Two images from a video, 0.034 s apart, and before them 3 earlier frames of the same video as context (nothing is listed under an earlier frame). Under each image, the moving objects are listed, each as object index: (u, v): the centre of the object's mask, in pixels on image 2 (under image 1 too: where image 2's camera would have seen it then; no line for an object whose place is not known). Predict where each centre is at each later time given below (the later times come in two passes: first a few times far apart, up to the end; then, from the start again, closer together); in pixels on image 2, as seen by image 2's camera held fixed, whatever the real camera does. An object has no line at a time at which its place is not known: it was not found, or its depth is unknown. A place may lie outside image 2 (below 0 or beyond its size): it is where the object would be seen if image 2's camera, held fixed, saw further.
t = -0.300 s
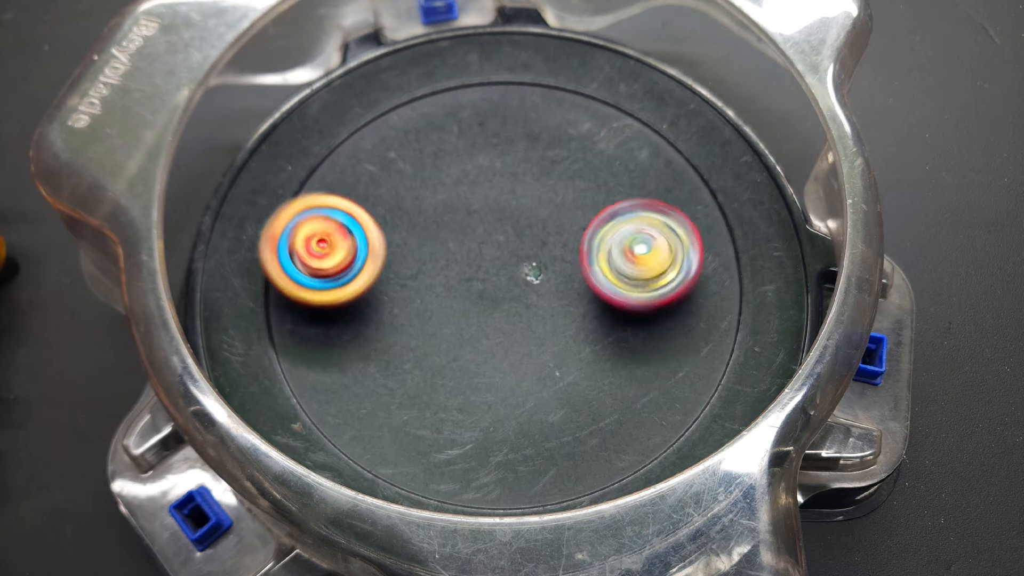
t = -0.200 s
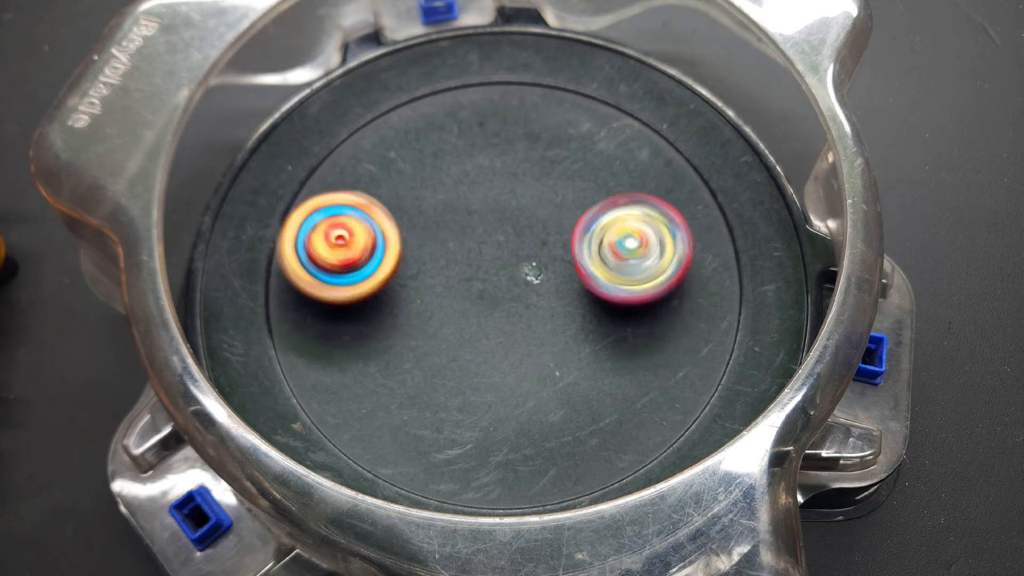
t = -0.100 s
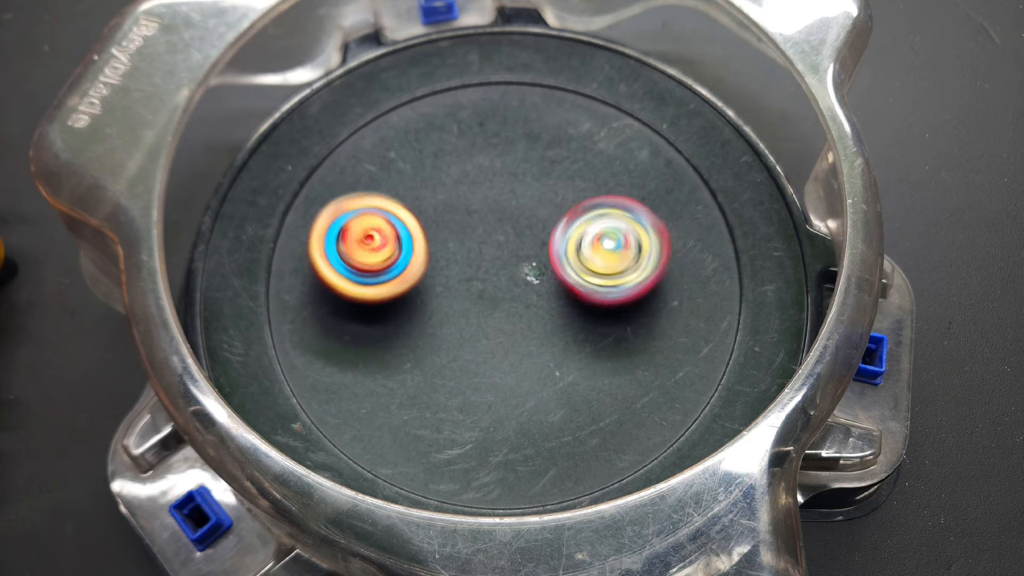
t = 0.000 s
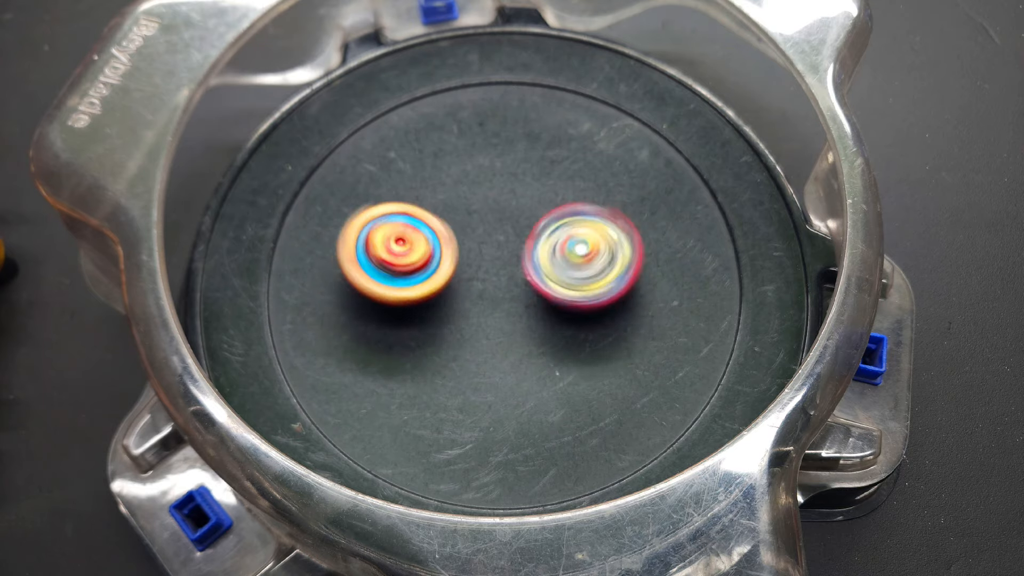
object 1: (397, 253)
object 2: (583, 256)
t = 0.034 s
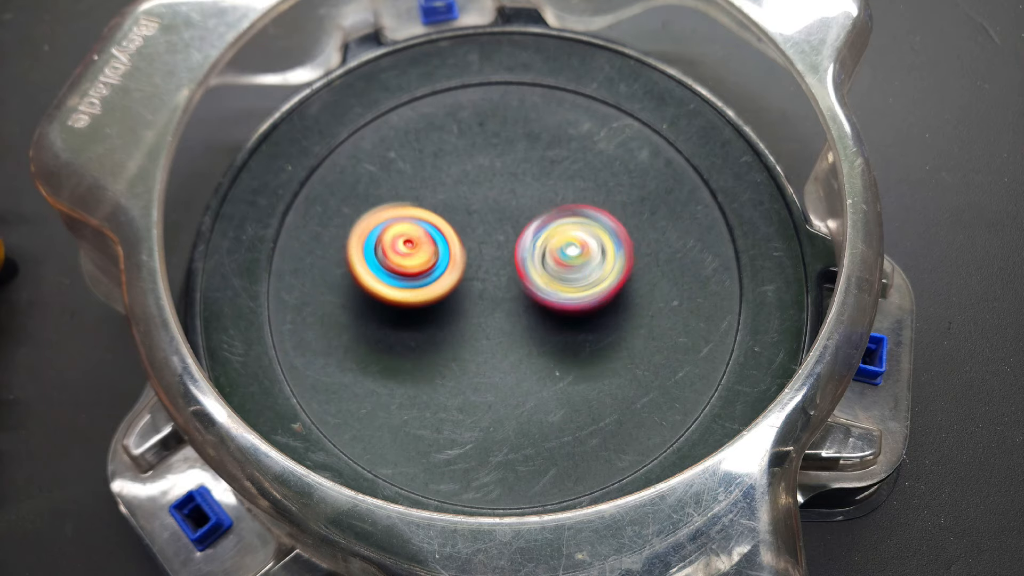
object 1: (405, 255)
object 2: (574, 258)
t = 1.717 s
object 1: (403, 194)
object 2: (547, 278)
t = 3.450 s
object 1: (451, 186)
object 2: (536, 322)
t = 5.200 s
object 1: (484, 184)
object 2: (511, 335)
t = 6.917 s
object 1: (531, 206)
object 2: (502, 314)
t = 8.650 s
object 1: (547, 216)
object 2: (470, 329)
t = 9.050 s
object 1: (537, 218)
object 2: (455, 327)
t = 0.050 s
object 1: (409, 256)
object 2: (569, 258)
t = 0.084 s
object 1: (416, 259)
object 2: (560, 261)
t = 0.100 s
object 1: (420, 260)
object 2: (556, 262)
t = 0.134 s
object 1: (426, 262)
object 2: (547, 264)
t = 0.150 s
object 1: (420, 264)
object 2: (551, 265)
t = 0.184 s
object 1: (384, 262)
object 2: (585, 265)
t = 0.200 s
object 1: (370, 262)
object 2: (601, 264)
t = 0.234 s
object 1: (345, 264)
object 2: (627, 263)
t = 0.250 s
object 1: (336, 263)
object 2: (637, 262)
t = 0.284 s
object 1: (326, 263)
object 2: (652, 261)
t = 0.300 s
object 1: (324, 263)
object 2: (657, 258)
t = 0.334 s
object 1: (325, 261)
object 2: (661, 255)
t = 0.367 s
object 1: (329, 259)
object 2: (660, 251)
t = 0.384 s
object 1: (330, 259)
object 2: (659, 249)
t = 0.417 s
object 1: (336, 257)
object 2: (655, 247)
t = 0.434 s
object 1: (340, 257)
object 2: (653, 246)
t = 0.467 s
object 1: (345, 256)
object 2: (647, 245)
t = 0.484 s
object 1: (350, 254)
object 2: (643, 246)
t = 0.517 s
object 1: (358, 254)
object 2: (636, 246)
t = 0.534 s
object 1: (361, 253)
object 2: (632, 246)
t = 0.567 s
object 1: (369, 253)
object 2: (623, 246)
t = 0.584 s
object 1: (373, 253)
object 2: (619, 247)
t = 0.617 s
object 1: (381, 253)
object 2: (609, 248)
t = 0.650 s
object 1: (389, 252)
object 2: (600, 249)
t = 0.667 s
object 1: (393, 253)
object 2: (595, 249)
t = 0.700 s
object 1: (400, 252)
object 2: (584, 250)
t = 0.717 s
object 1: (405, 251)
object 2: (580, 250)
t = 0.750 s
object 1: (412, 251)
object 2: (570, 252)
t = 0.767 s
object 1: (416, 250)
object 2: (565, 253)
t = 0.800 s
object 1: (423, 248)
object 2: (556, 253)
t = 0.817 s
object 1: (426, 248)
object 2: (551, 254)
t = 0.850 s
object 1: (417, 245)
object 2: (558, 255)
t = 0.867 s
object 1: (405, 243)
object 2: (571, 256)
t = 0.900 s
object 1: (384, 241)
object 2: (590, 259)
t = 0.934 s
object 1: (374, 238)
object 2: (603, 261)
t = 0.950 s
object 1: (371, 238)
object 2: (607, 260)
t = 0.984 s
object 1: (371, 234)
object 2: (611, 260)
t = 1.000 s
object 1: (373, 232)
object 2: (611, 258)
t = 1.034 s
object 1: (375, 229)
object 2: (610, 256)
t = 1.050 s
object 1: (377, 227)
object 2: (610, 255)
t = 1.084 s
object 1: (379, 224)
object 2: (605, 254)
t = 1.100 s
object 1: (381, 223)
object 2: (603, 253)
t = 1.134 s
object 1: (384, 221)
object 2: (597, 252)
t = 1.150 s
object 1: (385, 219)
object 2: (596, 253)
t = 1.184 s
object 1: (389, 218)
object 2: (590, 252)
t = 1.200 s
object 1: (391, 217)
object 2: (587, 253)
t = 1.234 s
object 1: (394, 215)
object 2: (581, 253)
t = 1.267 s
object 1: (399, 214)
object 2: (574, 252)
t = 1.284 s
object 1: (400, 214)
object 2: (571, 253)
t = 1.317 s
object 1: (404, 212)
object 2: (563, 252)
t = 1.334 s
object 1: (406, 212)
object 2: (559, 253)
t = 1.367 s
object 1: (410, 211)
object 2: (552, 252)
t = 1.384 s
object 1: (413, 210)
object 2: (547, 253)
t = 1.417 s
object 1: (417, 210)
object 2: (540, 254)
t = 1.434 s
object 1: (419, 209)
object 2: (535, 255)
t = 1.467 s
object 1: (422, 209)
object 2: (526, 259)
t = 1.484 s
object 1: (414, 205)
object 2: (532, 262)
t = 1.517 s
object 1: (402, 201)
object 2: (543, 270)
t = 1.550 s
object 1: (395, 198)
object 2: (550, 275)
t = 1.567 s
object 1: (395, 197)
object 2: (552, 277)
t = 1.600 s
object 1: (396, 196)
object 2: (554, 277)
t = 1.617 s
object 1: (397, 195)
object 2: (554, 278)
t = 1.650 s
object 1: (399, 194)
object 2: (553, 278)
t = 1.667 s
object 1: (400, 194)
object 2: (552, 278)
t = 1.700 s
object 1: (403, 194)
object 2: (549, 278)
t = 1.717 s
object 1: (403, 194)
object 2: (547, 278)
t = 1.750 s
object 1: (407, 195)
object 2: (544, 279)
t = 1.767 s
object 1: (408, 196)
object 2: (542, 279)
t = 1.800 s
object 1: (411, 197)
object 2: (539, 280)
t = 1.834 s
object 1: (415, 200)
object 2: (536, 281)
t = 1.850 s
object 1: (416, 200)
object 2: (534, 281)
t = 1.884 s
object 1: (421, 203)
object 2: (531, 281)
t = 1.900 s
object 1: (422, 204)
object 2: (529, 280)
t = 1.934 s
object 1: (427, 205)
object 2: (524, 280)
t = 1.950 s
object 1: (429, 207)
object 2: (522, 280)
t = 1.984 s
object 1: (432, 208)
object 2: (518, 280)
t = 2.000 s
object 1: (429, 205)
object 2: (521, 284)
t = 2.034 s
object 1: (426, 201)
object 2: (525, 293)
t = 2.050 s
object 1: (427, 200)
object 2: (525, 296)
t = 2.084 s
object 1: (429, 199)
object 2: (527, 299)
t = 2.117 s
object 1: (433, 198)
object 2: (528, 299)
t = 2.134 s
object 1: (434, 199)
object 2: (527, 299)
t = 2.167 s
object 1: (437, 199)
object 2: (526, 299)
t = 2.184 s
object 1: (439, 199)
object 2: (524, 298)
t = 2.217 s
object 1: (442, 200)
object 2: (523, 297)
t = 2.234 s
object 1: (445, 200)
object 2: (520, 296)
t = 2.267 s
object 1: (448, 201)
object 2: (519, 296)
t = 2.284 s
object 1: (451, 201)
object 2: (517, 295)
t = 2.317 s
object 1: (455, 202)
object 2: (515, 294)
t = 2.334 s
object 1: (455, 200)
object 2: (514, 294)
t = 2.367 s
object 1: (457, 197)
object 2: (514, 298)
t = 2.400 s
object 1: (458, 196)
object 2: (514, 299)
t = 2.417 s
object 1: (460, 195)
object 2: (513, 299)
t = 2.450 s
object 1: (463, 196)
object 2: (513, 297)
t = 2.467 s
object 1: (464, 195)
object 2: (511, 296)
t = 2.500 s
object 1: (466, 194)
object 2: (511, 295)
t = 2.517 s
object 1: (463, 188)
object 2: (511, 300)
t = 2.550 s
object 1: (461, 179)
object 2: (513, 308)
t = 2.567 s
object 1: (461, 177)
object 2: (513, 310)
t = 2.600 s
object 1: (462, 174)
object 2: (514, 312)
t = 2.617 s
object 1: (463, 173)
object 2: (513, 311)
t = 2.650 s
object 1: (464, 172)
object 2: (514, 310)
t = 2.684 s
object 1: (465, 172)
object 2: (514, 308)
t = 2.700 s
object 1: (465, 173)
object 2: (513, 307)
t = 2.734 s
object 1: (465, 174)
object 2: (512, 304)
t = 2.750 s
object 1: (465, 175)
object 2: (511, 303)
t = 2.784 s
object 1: (466, 177)
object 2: (509, 299)
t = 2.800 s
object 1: (466, 178)
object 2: (507, 298)
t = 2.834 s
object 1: (466, 182)
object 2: (505, 294)
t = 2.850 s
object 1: (466, 183)
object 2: (504, 294)
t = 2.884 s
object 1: (466, 187)
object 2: (502, 290)
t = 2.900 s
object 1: (463, 183)
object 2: (503, 295)
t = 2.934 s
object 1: (458, 176)
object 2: (506, 305)
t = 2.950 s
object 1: (456, 173)
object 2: (506, 308)
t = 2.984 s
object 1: (455, 174)
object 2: (509, 311)
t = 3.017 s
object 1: (455, 175)
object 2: (512, 311)
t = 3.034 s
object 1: (456, 176)
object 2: (513, 310)
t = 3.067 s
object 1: (455, 178)
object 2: (514, 309)
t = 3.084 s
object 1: (455, 179)
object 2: (514, 308)
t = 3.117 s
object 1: (456, 182)
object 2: (514, 306)
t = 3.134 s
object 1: (456, 183)
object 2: (514, 305)
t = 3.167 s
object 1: (456, 186)
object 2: (512, 303)
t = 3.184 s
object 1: (457, 188)
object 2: (512, 301)
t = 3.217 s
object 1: (457, 191)
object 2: (511, 299)
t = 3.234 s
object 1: (458, 193)
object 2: (511, 298)
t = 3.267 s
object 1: (459, 197)
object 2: (510, 296)
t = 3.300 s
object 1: (458, 197)
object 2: (511, 298)
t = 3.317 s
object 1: (458, 197)
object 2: (512, 299)
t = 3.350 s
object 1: (460, 200)
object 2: (513, 299)
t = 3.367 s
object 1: (461, 201)
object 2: (515, 299)
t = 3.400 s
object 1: (456, 193)
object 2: (525, 310)
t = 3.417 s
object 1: (453, 189)
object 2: (529, 316)
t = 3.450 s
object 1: (451, 186)
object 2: (536, 322)
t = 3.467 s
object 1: (451, 186)
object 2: (539, 324)
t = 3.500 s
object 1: (452, 188)
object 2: (542, 325)
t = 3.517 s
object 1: (454, 188)
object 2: (544, 325)
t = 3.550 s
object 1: (456, 190)
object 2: (545, 325)
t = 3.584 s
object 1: (458, 190)
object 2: (546, 324)
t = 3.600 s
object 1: (460, 192)
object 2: (546, 324)
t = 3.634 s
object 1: (462, 192)
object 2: (547, 323)
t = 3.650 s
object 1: (463, 194)
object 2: (546, 322)
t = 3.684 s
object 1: (466, 196)
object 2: (545, 320)
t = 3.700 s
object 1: (468, 197)
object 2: (544, 318)
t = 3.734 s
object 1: (470, 199)
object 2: (543, 316)
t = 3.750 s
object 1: (473, 201)
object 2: (541, 315)
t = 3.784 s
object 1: (475, 202)
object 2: (539, 313)
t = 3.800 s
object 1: (478, 204)
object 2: (537, 311)
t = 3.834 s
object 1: (481, 206)
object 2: (535, 307)
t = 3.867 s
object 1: (482, 205)
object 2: (534, 308)
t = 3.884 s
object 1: (481, 203)
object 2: (535, 310)
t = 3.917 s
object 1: (481, 202)
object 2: (535, 310)
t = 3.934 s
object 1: (482, 202)
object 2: (536, 308)
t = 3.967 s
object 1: (486, 204)
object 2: (535, 306)
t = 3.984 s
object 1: (487, 203)
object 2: (535, 304)
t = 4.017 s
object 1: (488, 201)
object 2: (535, 305)
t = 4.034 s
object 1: (488, 197)
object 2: (535, 308)
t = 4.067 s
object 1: (485, 193)
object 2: (537, 311)
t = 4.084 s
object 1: (486, 192)
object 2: (536, 311)
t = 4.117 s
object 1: (486, 191)
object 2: (538, 309)
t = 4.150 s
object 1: (487, 190)
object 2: (537, 307)
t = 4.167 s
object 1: (488, 190)
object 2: (537, 304)
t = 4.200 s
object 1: (488, 190)
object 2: (535, 300)
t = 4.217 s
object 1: (489, 189)
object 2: (533, 297)
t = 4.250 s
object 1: (490, 190)
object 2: (530, 293)
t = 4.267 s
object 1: (489, 189)
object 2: (529, 293)
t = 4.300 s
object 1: (488, 186)
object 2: (528, 295)
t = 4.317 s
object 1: (487, 186)
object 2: (527, 295)
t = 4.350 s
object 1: (487, 187)
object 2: (526, 296)
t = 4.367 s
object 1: (488, 188)
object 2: (526, 295)
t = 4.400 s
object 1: (488, 189)
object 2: (523, 294)
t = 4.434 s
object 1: (486, 191)
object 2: (522, 294)
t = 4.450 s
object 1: (483, 185)
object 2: (523, 301)
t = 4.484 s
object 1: (478, 175)
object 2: (527, 315)
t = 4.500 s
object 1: (474, 171)
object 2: (527, 321)
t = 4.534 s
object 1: (471, 171)
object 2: (529, 327)
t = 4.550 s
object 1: (470, 171)
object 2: (530, 329)
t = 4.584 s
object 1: (471, 174)
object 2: (530, 330)
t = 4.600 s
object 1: (471, 174)
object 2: (531, 329)
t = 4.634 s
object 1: (470, 177)
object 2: (530, 331)
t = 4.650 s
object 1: (471, 177)
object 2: (529, 330)
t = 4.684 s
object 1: (470, 180)
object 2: (527, 329)
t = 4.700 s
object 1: (471, 181)
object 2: (526, 329)
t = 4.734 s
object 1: (470, 184)
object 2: (522, 327)
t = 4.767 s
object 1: (471, 188)
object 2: (520, 324)
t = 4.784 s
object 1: (472, 189)
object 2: (517, 323)
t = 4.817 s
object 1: (474, 193)
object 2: (514, 320)
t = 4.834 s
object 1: (474, 195)
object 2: (512, 319)
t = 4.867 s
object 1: (477, 200)
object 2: (508, 316)
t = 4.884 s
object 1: (477, 203)
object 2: (507, 314)
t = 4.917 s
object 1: (478, 206)
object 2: (505, 314)
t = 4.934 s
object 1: (478, 206)
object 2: (505, 315)
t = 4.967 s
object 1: (479, 209)
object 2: (505, 315)
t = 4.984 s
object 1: (480, 208)
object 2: (506, 317)
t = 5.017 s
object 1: (481, 204)
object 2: (507, 321)
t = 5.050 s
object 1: (481, 204)
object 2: (509, 322)
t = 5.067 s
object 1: (483, 205)
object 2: (509, 321)
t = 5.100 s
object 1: (485, 207)
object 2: (510, 318)
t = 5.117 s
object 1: (487, 207)
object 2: (509, 316)
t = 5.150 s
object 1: (489, 206)
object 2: (508, 315)
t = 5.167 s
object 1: (487, 197)
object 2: (508, 322)
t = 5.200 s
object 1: (484, 184)
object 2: (511, 335)
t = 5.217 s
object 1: (483, 179)
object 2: (511, 339)
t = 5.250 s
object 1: (483, 174)
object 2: (512, 343)
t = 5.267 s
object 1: (483, 173)
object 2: (514, 343)
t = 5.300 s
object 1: (484, 174)
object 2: (514, 345)
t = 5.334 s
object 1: (486, 174)
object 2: (513, 345)
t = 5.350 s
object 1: (487, 175)
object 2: (511, 344)
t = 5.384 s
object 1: (488, 176)
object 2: (511, 343)
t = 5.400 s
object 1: (488, 176)
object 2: (510, 343)
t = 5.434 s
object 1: (489, 177)
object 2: (509, 341)
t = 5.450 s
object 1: (489, 177)
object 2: (508, 339)
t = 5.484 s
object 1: (490, 178)
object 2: (506, 335)
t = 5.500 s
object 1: (489, 179)
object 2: (505, 335)
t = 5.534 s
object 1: (490, 181)
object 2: (503, 330)
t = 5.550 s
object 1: (490, 182)
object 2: (503, 327)
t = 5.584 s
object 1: (491, 185)
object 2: (502, 324)
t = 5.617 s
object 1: (491, 188)
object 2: (501, 320)
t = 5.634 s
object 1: (492, 189)
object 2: (501, 317)
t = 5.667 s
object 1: (493, 192)
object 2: (500, 311)
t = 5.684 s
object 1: (493, 194)
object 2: (500, 308)
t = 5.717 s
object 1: (495, 195)
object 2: (499, 305)
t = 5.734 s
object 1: (494, 189)
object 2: (498, 312)
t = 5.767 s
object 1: (494, 178)
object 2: (498, 320)
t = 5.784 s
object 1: (493, 175)
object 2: (498, 323)
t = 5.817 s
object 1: (493, 173)
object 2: (500, 324)
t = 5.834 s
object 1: (493, 174)
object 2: (500, 324)
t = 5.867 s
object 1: (495, 178)
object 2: (502, 322)
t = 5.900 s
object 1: (499, 179)
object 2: (503, 320)
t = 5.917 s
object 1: (500, 180)
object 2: (504, 320)
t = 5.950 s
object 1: (503, 181)
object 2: (504, 317)
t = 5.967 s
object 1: (504, 182)
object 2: (504, 315)
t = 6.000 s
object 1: (506, 184)
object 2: (505, 312)
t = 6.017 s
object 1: (507, 184)
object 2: (505, 310)
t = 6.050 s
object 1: (508, 186)
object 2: (506, 307)
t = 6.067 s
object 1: (511, 187)
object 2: (506, 306)
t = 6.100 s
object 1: (512, 189)
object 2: (506, 301)
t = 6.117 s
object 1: (513, 190)
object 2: (507, 300)
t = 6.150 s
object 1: (515, 190)
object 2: (508, 299)
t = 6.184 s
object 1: (515, 176)
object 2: (508, 313)
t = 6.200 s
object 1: (516, 169)
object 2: (508, 320)
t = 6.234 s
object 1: (516, 163)
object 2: (509, 327)
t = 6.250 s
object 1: (517, 161)
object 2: (510, 329)
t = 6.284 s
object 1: (516, 162)
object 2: (511, 331)
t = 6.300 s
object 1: (516, 163)
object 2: (513, 331)
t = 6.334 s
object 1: (518, 165)
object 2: (514, 331)
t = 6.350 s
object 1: (519, 166)
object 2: (514, 332)
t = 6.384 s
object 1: (520, 169)
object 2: (515, 331)
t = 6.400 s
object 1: (520, 170)
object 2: (515, 329)
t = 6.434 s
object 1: (520, 173)
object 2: (514, 329)
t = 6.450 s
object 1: (521, 174)
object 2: (514, 328)
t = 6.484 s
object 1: (521, 176)
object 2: (514, 326)
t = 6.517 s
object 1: (522, 180)
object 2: (513, 324)
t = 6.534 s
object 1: (522, 181)
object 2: (512, 322)
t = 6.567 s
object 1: (522, 184)
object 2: (511, 320)
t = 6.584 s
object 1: (523, 186)
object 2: (511, 318)
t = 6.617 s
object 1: (523, 189)
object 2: (511, 316)
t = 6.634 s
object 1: (523, 191)
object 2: (511, 313)
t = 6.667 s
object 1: (524, 197)
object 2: (509, 309)
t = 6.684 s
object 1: (524, 200)
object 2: (509, 309)
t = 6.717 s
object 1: (525, 199)
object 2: (507, 313)
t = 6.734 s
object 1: (525, 200)
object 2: (505, 315)
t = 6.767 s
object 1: (525, 203)
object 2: (504, 315)
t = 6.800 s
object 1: (529, 207)
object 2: (505, 313)
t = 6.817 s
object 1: (529, 207)
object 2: (505, 313)
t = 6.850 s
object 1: (531, 206)
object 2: (504, 313)
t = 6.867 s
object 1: (530, 206)
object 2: (504, 314)
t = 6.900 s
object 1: (529, 209)
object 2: (504, 313)
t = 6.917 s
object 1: (531, 206)
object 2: (502, 314)
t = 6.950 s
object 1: (536, 202)
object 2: (499, 320)
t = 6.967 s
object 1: (537, 200)
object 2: (498, 319)
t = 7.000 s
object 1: (539, 199)
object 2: (497, 319)
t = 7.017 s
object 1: (540, 199)
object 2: (498, 318)
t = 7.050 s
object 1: (542, 200)
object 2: (500, 316)
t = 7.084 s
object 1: (543, 200)
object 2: (499, 311)
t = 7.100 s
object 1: (543, 201)
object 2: (500, 310)
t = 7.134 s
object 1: (544, 202)
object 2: (501, 306)
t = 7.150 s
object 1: (544, 201)
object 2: (500, 307)
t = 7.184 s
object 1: (547, 192)
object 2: (494, 315)
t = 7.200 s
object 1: (547, 189)
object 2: (492, 318)
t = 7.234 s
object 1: (544, 189)
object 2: (490, 318)
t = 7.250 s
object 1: (544, 192)
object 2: (489, 318)
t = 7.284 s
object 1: (544, 194)
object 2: (490, 316)
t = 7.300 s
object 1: (543, 195)
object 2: (490, 315)
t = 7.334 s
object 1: (544, 199)
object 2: (490, 315)
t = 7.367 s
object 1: (543, 201)
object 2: (489, 312)
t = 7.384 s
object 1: (543, 203)
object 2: (489, 310)
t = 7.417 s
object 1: (542, 205)
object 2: (491, 309)
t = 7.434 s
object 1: (540, 207)
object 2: (491, 308)
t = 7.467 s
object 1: (539, 201)
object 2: (486, 317)
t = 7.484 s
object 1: (538, 196)
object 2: (482, 322)
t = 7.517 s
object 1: (537, 190)
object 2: (479, 330)
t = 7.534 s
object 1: (536, 190)
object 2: (477, 331)
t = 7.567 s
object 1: (533, 192)
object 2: (478, 332)
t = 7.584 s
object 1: (533, 194)
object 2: (478, 331)
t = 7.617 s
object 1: (532, 199)
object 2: (479, 332)
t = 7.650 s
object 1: (532, 204)
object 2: (479, 331)
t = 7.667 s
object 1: (532, 206)
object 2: (478, 329)
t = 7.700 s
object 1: (532, 211)
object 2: (478, 328)
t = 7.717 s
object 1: (532, 212)
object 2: (478, 325)
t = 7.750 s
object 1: (533, 215)
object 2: (480, 324)
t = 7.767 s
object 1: (532, 218)
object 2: (480, 322)
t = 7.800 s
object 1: (534, 218)
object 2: (478, 325)
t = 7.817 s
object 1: (534, 214)
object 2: (475, 331)
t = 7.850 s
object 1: (535, 211)
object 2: (472, 337)
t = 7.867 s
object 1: (535, 211)
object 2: (472, 338)
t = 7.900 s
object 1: (534, 212)
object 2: (472, 336)
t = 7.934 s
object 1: (534, 216)
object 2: (476, 334)
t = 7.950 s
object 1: (536, 218)
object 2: (476, 332)
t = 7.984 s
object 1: (539, 219)
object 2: (478, 329)
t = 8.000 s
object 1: (540, 219)
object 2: (479, 328)
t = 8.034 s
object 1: (542, 219)
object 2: (481, 326)
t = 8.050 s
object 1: (541, 219)
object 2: (482, 324)
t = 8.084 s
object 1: (541, 220)
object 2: (484, 321)
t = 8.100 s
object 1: (541, 222)
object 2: (486, 321)
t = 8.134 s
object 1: (545, 216)
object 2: (480, 324)
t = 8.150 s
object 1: (546, 214)
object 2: (479, 326)
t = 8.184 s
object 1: (544, 213)
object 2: (476, 328)
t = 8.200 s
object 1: (544, 214)
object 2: (476, 329)
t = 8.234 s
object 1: (543, 218)
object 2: (478, 327)
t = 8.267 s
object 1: (544, 221)
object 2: (481, 325)
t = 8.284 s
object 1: (545, 223)
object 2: (481, 325)
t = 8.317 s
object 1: (547, 225)
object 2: (483, 323)
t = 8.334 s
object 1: (548, 225)
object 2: (483, 321)
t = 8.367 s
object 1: (550, 224)
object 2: (483, 321)
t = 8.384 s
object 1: (550, 221)
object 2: (482, 322)
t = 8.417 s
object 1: (548, 221)
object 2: (483, 319)
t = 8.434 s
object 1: (547, 222)
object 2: (484, 318)
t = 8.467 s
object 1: (548, 221)
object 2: (484, 320)
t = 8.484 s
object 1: (547, 221)
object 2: (483, 321)
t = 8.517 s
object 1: (544, 222)
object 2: (484, 319)
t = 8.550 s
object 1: (548, 216)
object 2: (478, 326)
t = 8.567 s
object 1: (549, 213)
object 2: (475, 329)
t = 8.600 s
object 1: (548, 212)
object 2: (471, 332)
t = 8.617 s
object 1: (547, 213)
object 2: (469, 331)
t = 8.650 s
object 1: (547, 216)
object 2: (470, 329)
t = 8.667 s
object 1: (548, 217)
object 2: (470, 330)
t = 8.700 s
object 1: (547, 218)
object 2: (470, 329)
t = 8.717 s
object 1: (548, 219)
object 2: (471, 326)
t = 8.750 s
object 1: (548, 221)
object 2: (471, 324)
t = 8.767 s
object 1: (547, 221)
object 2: (472, 322)
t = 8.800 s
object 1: (541, 225)
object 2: (472, 319)
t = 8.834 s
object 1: (538, 221)
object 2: (469, 321)
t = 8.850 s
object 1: (537, 221)
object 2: (468, 322)
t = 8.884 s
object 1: (532, 224)
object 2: (467, 320)
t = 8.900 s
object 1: (532, 226)
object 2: (467, 319)
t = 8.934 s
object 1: (538, 223)
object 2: (463, 323)
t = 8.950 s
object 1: (541, 219)
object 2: (460, 327)
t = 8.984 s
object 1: (541, 215)
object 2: (455, 330)
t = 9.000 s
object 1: (541, 215)
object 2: (453, 330)
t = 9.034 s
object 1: (538, 216)
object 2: (454, 328)
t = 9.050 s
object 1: (537, 218)
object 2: (455, 327)
